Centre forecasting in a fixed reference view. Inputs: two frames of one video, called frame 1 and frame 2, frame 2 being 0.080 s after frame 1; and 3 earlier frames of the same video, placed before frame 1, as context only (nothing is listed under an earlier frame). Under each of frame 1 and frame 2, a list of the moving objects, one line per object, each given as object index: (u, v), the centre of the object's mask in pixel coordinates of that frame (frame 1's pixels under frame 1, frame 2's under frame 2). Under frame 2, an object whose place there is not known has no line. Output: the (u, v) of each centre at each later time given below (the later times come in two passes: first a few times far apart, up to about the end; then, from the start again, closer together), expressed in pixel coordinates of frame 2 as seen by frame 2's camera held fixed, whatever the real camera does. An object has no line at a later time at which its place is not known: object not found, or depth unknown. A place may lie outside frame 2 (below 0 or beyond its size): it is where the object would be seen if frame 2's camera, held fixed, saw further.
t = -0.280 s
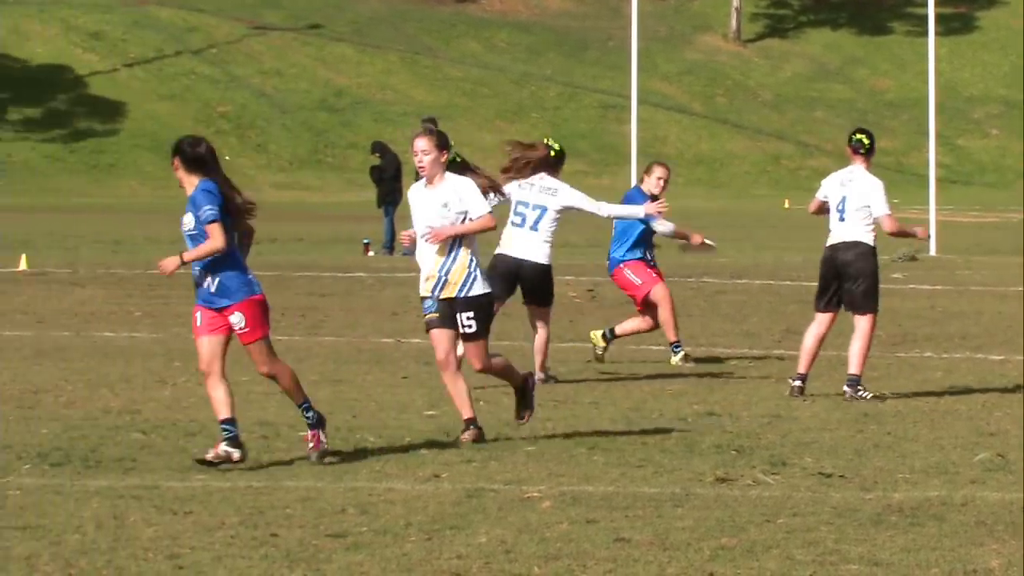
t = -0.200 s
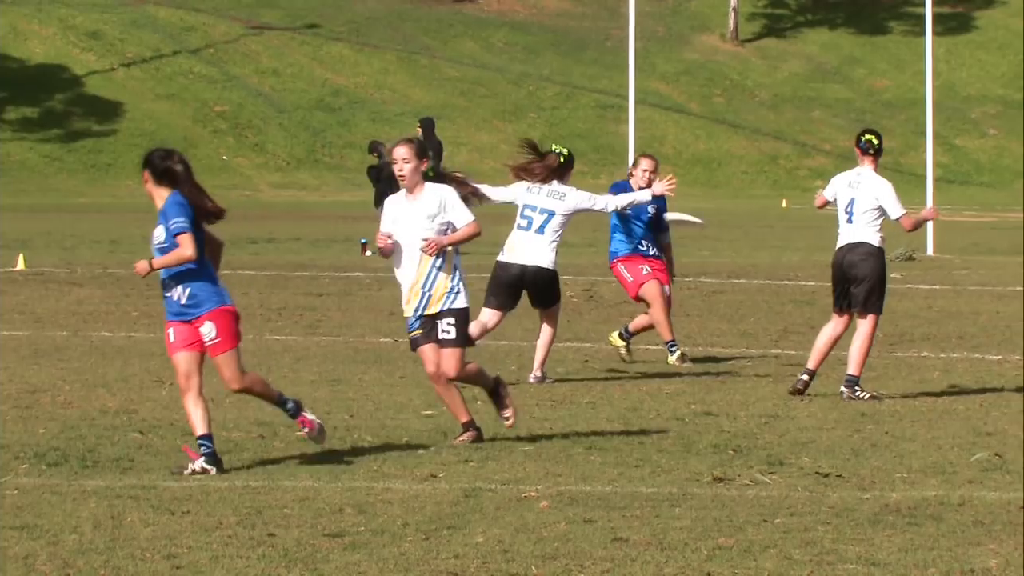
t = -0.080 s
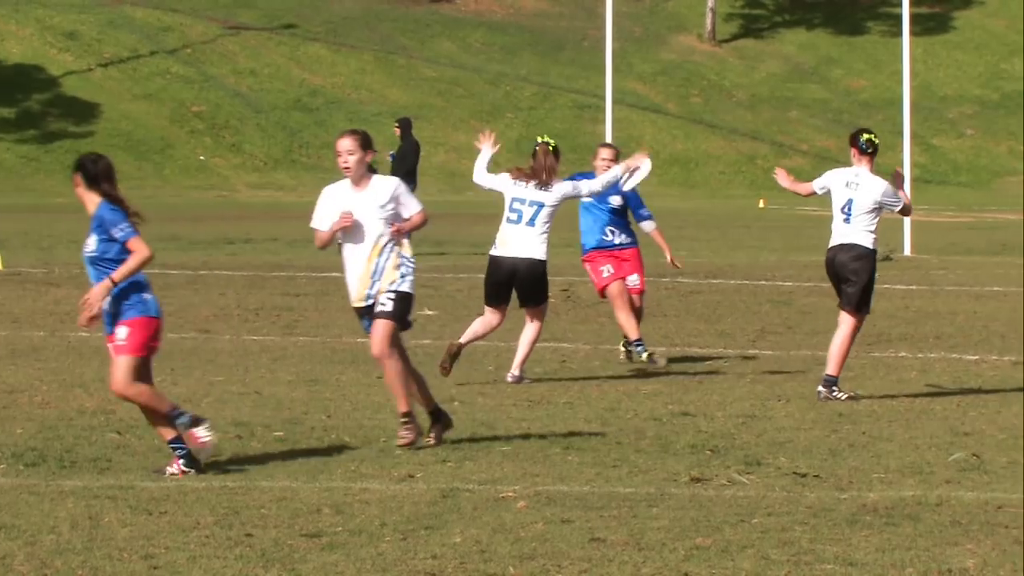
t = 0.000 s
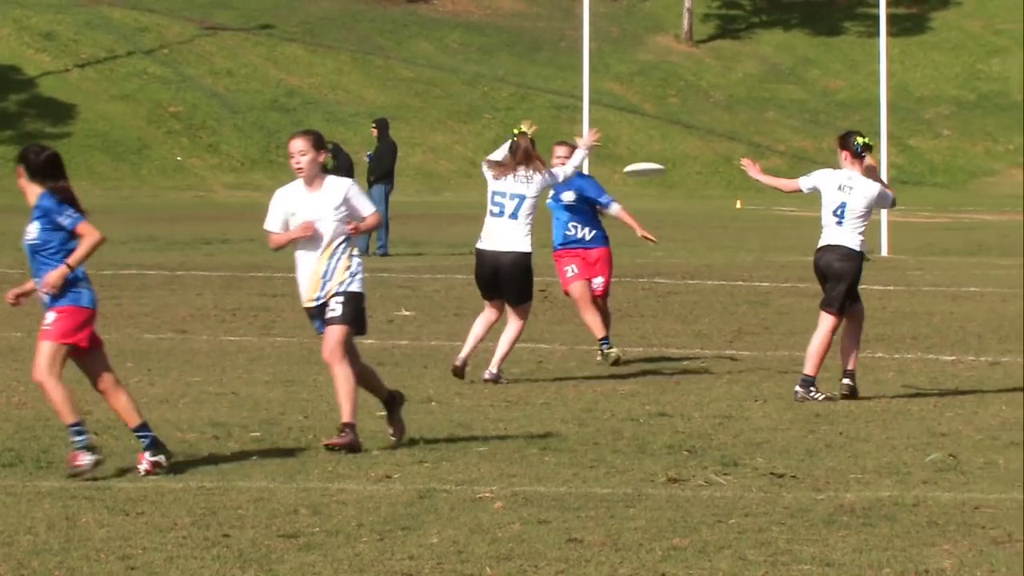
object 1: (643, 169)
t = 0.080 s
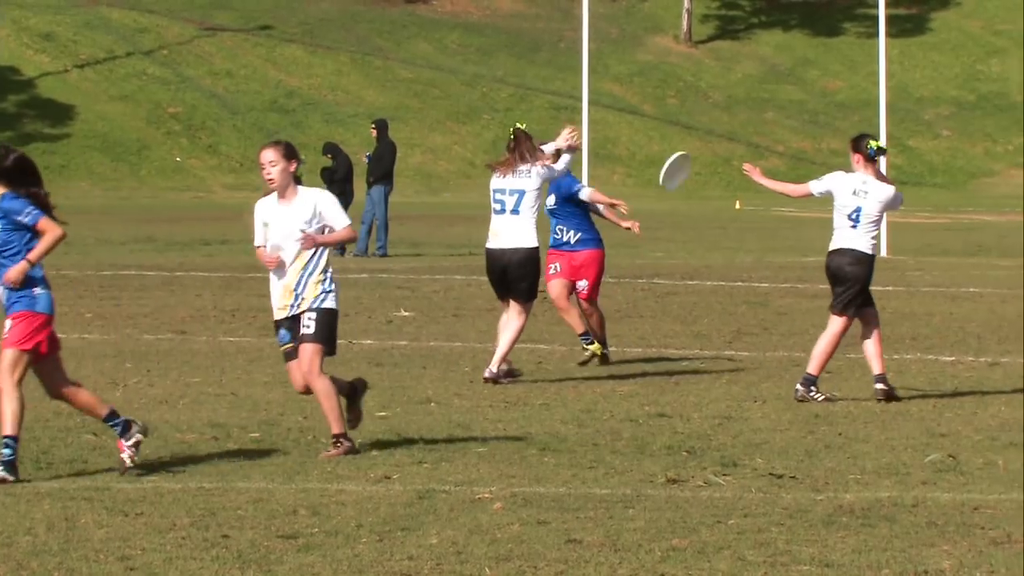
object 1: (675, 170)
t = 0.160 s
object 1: (699, 176)
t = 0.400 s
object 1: (751, 212)
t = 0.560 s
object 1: (769, 259)
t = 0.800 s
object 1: (764, 357)
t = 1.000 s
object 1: (777, 361)
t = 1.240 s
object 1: (789, 358)
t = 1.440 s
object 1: (800, 364)
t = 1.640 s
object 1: (808, 370)
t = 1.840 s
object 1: (811, 374)
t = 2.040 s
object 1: (810, 374)
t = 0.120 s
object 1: (686, 171)
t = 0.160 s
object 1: (699, 176)
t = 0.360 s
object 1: (745, 204)
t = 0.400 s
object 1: (751, 212)
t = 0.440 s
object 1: (757, 223)
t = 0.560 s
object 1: (769, 259)
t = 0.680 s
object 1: (771, 301)
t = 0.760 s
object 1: (767, 338)
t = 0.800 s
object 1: (764, 357)
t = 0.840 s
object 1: (763, 369)
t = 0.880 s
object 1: (765, 368)
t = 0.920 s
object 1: (769, 365)
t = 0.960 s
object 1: (772, 361)
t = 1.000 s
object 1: (777, 361)
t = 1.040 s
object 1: (780, 360)
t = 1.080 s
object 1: (782, 359)
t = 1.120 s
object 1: (784, 359)
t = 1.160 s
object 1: (786, 359)
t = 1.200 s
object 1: (787, 358)
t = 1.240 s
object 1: (789, 358)
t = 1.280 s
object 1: (791, 359)
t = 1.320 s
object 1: (792, 359)
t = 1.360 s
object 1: (795, 360)
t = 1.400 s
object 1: (797, 362)
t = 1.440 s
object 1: (800, 364)
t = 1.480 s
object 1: (803, 368)
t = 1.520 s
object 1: (806, 372)
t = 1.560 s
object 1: (807, 374)
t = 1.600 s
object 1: (808, 371)
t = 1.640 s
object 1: (808, 370)
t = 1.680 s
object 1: (809, 371)
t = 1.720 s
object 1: (809, 372)
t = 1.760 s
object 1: (809, 374)
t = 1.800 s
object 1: (810, 374)
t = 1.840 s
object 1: (811, 374)
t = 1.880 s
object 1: (810, 374)
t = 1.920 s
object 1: (810, 374)
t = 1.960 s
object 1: (810, 375)
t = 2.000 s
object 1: (810, 375)
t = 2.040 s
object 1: (810, 374)
